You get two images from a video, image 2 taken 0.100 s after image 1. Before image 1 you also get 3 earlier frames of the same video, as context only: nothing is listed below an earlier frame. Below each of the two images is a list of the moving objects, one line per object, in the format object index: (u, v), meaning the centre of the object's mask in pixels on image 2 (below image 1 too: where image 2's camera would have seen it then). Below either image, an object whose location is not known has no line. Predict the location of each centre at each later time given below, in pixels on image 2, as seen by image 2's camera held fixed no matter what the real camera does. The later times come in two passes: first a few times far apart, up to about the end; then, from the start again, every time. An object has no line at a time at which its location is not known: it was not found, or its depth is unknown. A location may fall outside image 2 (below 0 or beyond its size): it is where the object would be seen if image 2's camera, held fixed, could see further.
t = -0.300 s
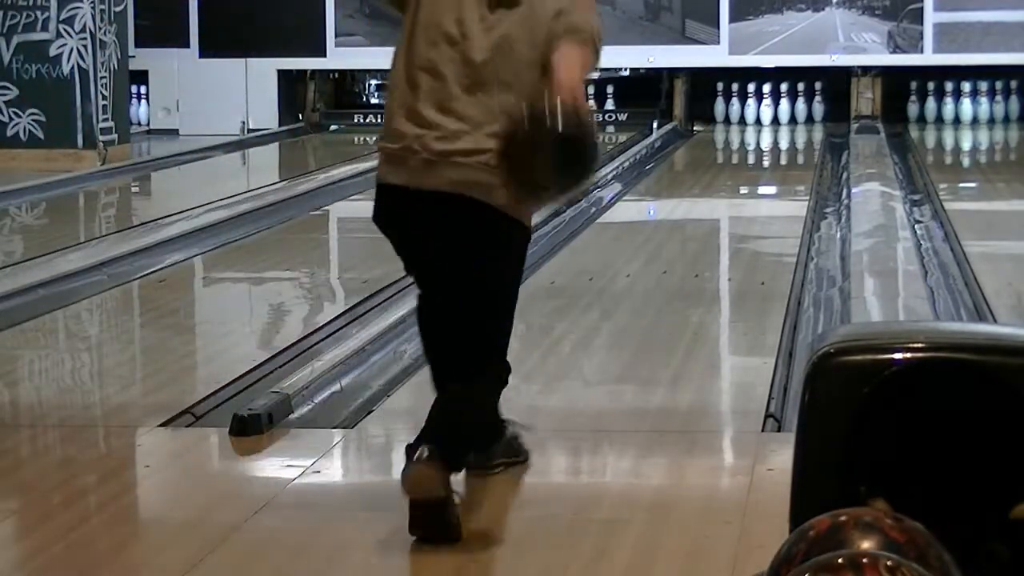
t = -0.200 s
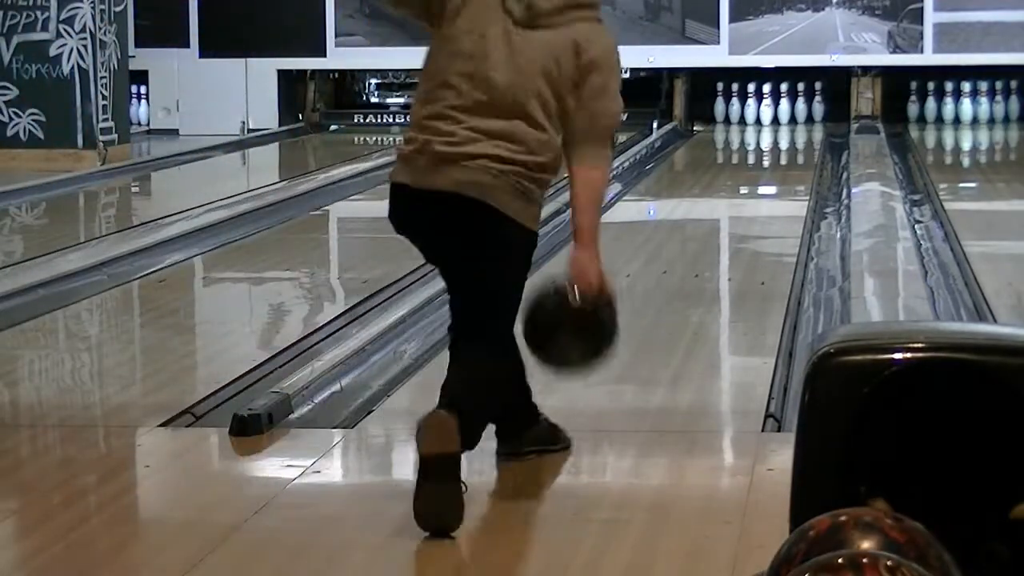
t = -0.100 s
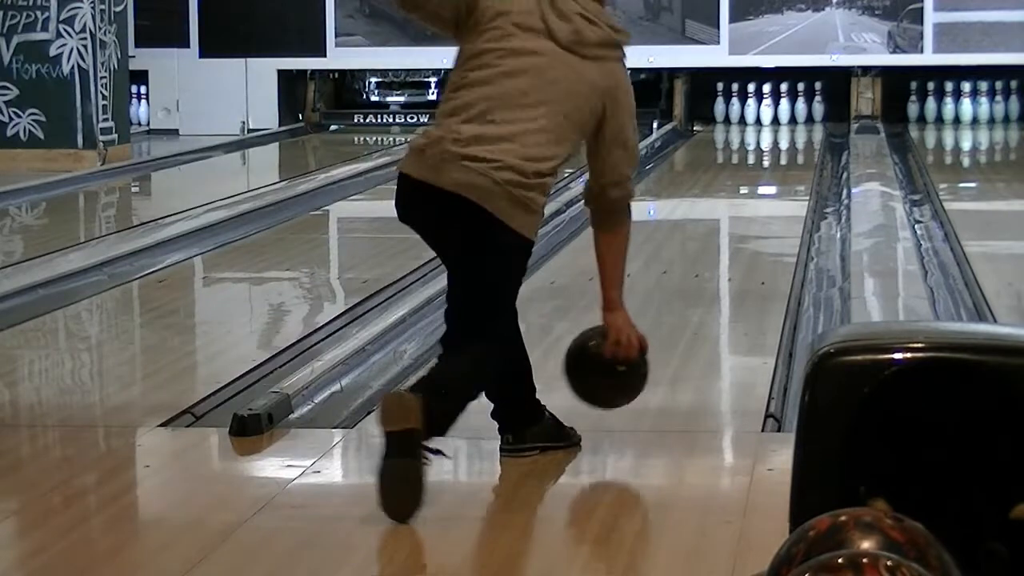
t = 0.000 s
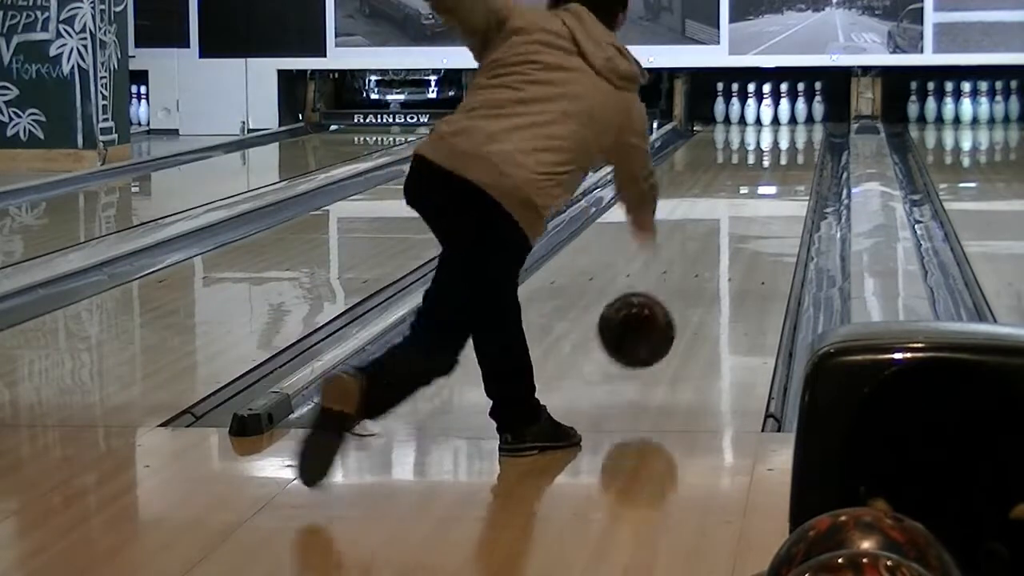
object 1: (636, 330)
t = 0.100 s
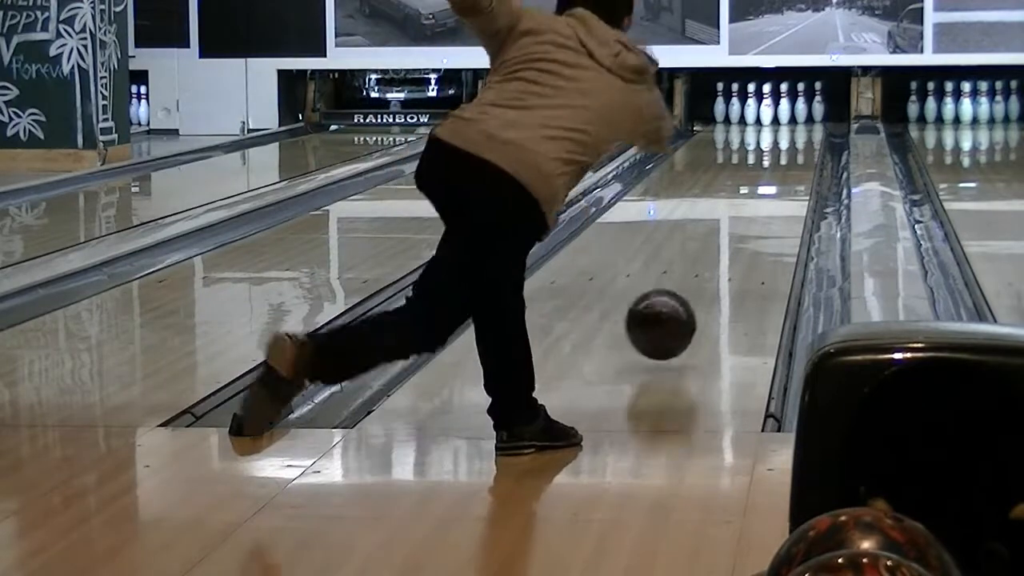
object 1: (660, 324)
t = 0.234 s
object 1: (686, 300)
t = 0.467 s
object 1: (721, 257)
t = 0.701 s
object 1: (745, 225)
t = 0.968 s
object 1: (764, 196)
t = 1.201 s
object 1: (776, 178)
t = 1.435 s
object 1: (785, 162)
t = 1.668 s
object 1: (790, 150)
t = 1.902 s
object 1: (792, 140)
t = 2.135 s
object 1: (791, 131)
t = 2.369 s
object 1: (787, 124)
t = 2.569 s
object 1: (781, 119)
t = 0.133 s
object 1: (667, 324)
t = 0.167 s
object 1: (674, 315)
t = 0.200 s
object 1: (681, 308)
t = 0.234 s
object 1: (686, 300)
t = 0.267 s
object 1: (692, 293)
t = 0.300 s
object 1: (697, 286)
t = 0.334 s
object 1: (703, 280)
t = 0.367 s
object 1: (708, 274)
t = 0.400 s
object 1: (712, 268)
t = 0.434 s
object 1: (717, 262)
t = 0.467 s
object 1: (721, 257)
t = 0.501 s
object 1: (725, 252)
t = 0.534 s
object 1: (728, 247)
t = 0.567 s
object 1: (732, 242)
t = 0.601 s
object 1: (736, 237)
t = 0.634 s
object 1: (739, 233)
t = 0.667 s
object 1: (742, 229)
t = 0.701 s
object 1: (745, 225)
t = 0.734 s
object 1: (748, 221)
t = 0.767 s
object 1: (751, 217)
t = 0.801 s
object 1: (753, 213)
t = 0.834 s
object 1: (756, 209)
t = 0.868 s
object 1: (758, 206)
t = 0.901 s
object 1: (760, 203)
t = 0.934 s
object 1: (762, 199)
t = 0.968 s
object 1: (764, 196)
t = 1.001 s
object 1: (766, 193)
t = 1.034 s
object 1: (768, 190)
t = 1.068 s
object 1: (770, 188)
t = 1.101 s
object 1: (772, 186)
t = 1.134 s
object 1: (773, 184)
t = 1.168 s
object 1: (775, 181)
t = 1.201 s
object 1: (776, 178)
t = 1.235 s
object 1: (778, 175)
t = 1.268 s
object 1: (779, 173)
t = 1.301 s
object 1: (780, 171)
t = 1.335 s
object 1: (782, 169)
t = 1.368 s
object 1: (783, 167)
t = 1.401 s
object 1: (784, 165)
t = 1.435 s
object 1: (785, 162)
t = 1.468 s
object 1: (786, 161)
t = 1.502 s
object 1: (787, 159)
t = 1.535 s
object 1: (787, 157)
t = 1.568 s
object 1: (788, 155)
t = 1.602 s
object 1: (789, 153)
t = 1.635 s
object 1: (789, 151)
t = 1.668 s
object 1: (790, 150)
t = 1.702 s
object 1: (790, 149)
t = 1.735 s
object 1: (791, 147)
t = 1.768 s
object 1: (791, 145)
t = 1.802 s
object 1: (792, 144)
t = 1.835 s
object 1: (792, 142)
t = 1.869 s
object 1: (792, 141)
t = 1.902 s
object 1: (792, 140)
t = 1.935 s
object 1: (792, 138)
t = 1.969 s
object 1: (791, 137)
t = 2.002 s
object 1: (791, 136)
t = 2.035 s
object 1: (792, 135)
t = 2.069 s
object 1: (792, 133)
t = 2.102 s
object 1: (792, 132)
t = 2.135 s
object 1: (791, 131)
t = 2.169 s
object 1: (791, 130)
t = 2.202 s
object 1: (791, 129)
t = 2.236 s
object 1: (790, 127)
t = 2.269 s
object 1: (790, 126)
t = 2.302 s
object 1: (789, 126)
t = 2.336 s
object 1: (788, 125)
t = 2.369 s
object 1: (787, 124)
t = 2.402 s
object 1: (786, 123)
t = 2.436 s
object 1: (785, 122)
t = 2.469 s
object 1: (784, 121)
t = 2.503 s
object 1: (784, 120)
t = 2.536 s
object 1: (782, 120)
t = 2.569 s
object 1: (781, 119)
